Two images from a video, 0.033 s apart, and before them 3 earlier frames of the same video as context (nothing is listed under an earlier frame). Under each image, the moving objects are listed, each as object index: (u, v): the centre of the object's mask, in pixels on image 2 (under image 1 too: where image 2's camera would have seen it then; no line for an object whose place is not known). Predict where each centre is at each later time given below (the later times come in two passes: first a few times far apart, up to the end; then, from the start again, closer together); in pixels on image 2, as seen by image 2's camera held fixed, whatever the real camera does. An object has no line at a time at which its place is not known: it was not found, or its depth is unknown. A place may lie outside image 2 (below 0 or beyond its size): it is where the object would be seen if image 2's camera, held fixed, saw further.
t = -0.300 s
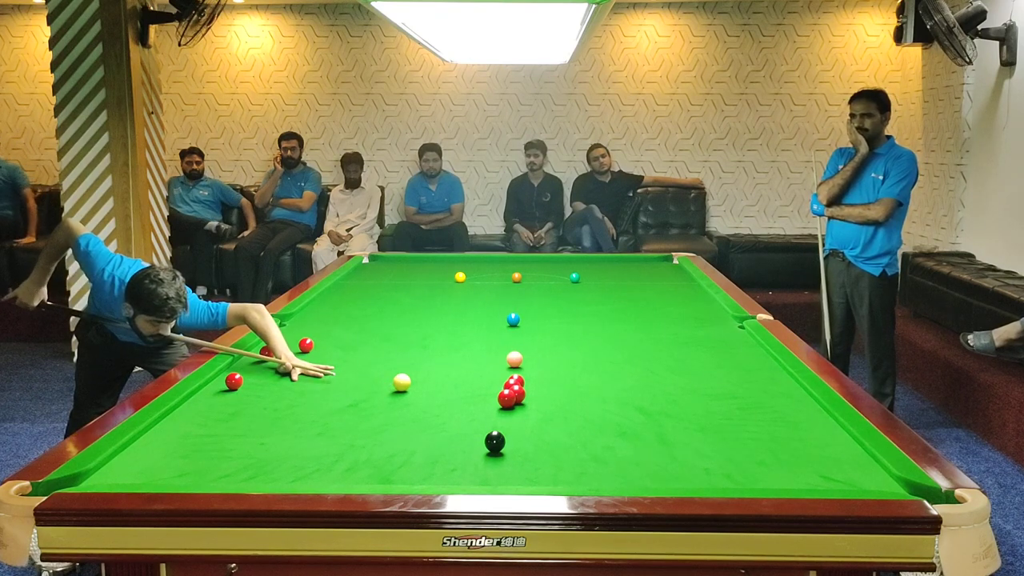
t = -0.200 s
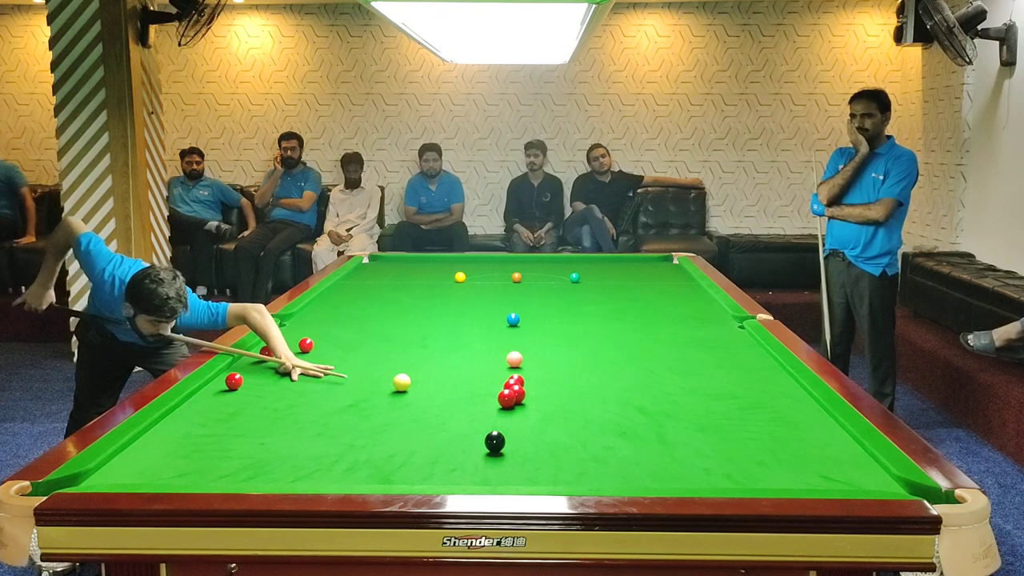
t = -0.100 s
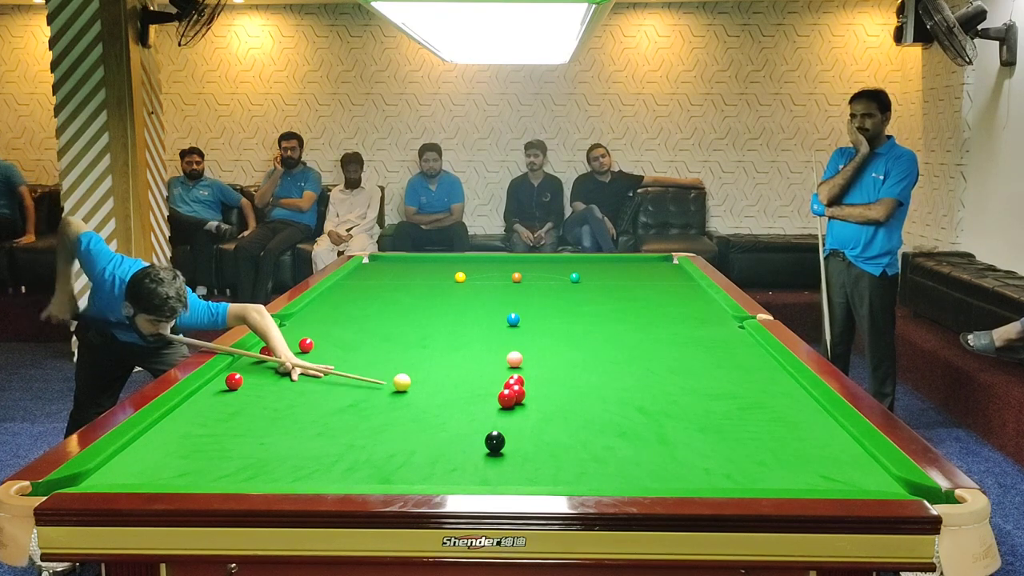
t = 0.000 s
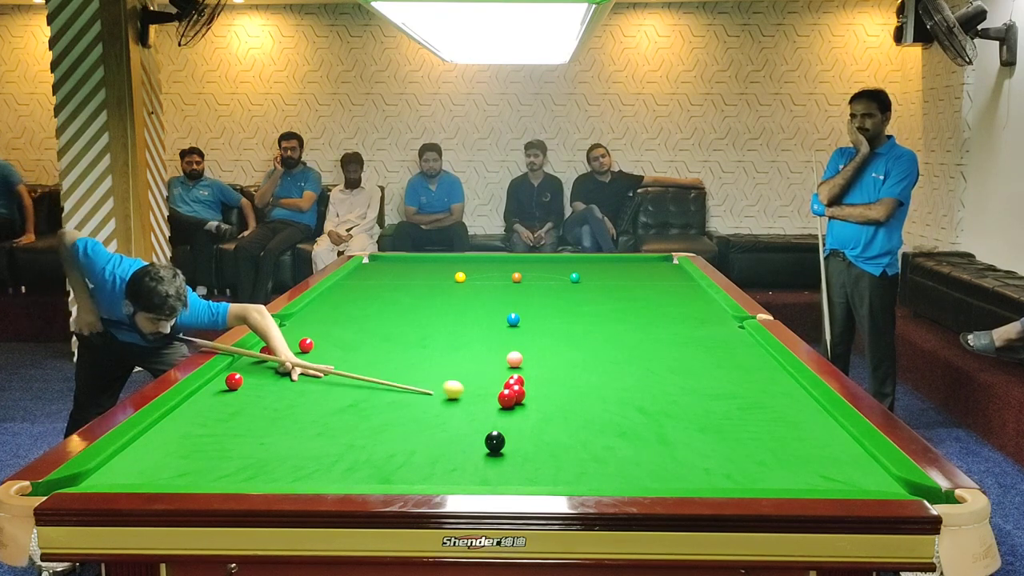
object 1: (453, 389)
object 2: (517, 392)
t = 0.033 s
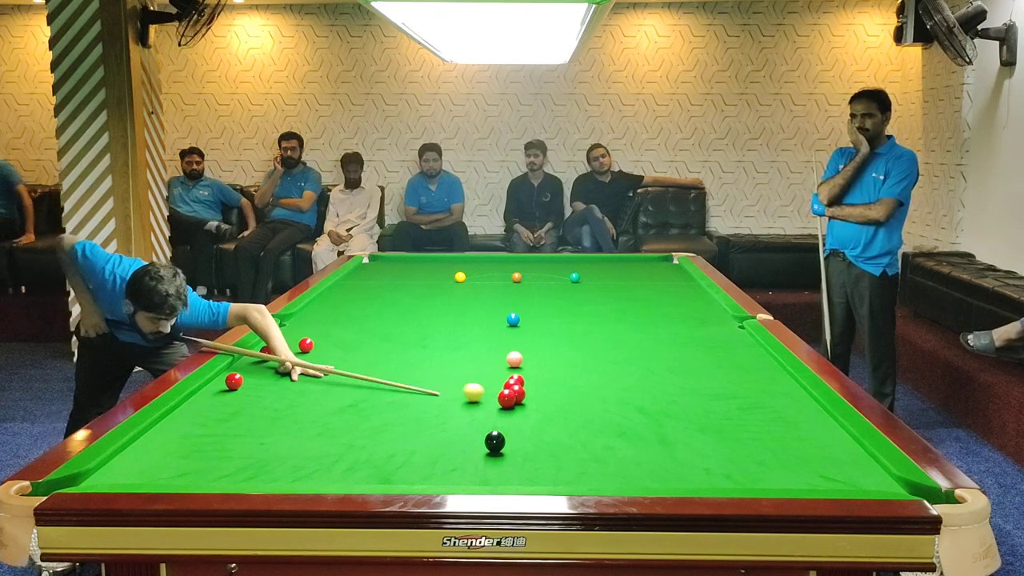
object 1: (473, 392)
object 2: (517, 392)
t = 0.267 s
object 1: (491, 389)
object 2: (513, 385)
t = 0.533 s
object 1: (468, 382)
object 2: (520, 385)
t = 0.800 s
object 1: (448, 375)
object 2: (526, 387)
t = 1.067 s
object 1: (429, 370)
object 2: (530, 388)
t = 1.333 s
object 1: (413, 363)
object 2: (531, 388)
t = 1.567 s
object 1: (399, 360)
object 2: (531, 388)
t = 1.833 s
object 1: (386, 356)
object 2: (531, 388)
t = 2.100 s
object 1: (374, 352)
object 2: (531, 388)
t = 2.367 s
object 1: (363, 349)
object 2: (531, 388)
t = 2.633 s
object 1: (354, 346)
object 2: (531, 388)
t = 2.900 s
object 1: (346, 343)
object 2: (531, 388)
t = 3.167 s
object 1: (338, 341)
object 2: (531, 388)
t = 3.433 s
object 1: (332, 339)
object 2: (531, 388)
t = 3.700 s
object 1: (327, 337)
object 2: (531, 388)
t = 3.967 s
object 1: (322, 336)
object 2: (531, 388)
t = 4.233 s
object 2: (531, 388)
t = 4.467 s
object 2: (531, 388)
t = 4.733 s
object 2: (531, 388)
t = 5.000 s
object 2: (531, 388)
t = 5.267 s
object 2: (531, 388)
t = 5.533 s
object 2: (531, 388)
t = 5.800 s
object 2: (531, 388)
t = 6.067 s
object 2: (531, 388)
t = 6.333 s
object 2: (531, 388)
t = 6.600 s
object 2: (531, 388)
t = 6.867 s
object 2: (531, 388)
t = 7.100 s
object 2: (531, 388)
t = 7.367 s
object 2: (531, 388)
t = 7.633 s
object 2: (531, 388)
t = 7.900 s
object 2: (531, 388)
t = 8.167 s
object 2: (531, 388)
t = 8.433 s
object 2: (531, 388)
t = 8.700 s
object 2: (531, 388)
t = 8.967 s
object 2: (531, 388)
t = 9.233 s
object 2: (531, 388)
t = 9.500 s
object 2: (531, 388)
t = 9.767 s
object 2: (531, 388)
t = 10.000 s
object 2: (531, 388)
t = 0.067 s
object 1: (492, 395)
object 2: (517, 392)
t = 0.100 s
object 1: (496, 394)
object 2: (514, 391)
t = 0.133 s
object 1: (498, 393)
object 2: (513, 385)
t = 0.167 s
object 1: (498, 392)
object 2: (514, 381)
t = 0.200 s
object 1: (498, 391)
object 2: (513, 383)
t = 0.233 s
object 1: (495, 390)
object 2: (512, 384)
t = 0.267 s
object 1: (491, 389)
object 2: (513, 385)
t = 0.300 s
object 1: (488, 388)
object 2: (514, 383)
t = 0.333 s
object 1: (485, 387)
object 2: (515, 383)
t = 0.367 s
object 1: (482, 386)
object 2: (515, 383)
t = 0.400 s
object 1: (480, 385)
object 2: (517, 386)
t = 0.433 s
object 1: (477, 384)
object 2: (517, 385)
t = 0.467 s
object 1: (474, 383)
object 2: (518, 386)
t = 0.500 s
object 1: (471, 383)
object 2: (519, 385)
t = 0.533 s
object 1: (468, 382)
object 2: (520, 385)
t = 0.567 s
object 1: (466, 381)
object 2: (520, 386)
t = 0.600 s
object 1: (463, 380)
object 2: (521, 386)
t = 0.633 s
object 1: (460, 379)
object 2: (522, 386)
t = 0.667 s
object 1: (458, 379)
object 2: (523, 386)
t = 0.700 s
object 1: (455, 378)
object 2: (524, 387)
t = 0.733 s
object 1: (453, 377)
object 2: (525, 387)
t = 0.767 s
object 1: (450, 376)
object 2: (525, 387)
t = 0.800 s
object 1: (448, 375)
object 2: (526, 387)
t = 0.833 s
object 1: (445, 375)
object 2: (526, 387)
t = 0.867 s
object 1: (443, 374)
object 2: (527, 387)
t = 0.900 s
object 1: (440, 373)
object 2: (527, 388)
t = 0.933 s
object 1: (438, 372)
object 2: (528, 388)
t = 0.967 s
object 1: (436, 372)
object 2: (528, 388)
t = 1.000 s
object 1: (434, 371)
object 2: (529, 388)
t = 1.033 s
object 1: (431, 370)
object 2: (529, 388)
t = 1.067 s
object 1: (429, 370)
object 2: (530, 388)
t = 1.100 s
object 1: (427, 369)
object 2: (530, 388)
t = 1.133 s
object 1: (425, 368)
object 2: (530, 388)
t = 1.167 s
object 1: (423, 368)
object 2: (530, 388)
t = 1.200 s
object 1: (421, 367)
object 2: (531, 388)
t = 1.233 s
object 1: (418, 366)
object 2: (531, 388)
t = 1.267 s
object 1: (417, 366)
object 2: (531, 388)
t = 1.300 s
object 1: (415, 365)
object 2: (531, 388)
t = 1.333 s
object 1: (413, 363)
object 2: (531, 388)
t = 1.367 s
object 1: (410, 365)
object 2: (531, 388)
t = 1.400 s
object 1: (409, 363)
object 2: (531, 388)
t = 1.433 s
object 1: (407, 363)
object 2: (531, 388)
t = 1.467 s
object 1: (405, 362)
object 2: (531, 388)
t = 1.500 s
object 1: (403, 361)
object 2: (531, 388)
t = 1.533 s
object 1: (401, 361)
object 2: (531, 388)
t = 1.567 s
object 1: (399, 360)
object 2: (531, 388)
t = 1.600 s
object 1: (398, 360)
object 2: (531, 388)
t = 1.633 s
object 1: (396, 359)
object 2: (531, 388)
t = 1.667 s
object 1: (394, 359)
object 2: (531, 388)
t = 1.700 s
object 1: (393, 358)
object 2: (531, 388)
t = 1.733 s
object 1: (391, 357)
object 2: (531, 388)
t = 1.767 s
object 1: (389, 357)
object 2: (531, 388)
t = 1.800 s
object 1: (388, 357)
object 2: (531, 388)
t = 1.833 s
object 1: (386, 356)
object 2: (531, 388)
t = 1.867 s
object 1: (384, 356)
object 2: (531, 388)
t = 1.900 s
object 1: (383, 355)
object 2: (531, 388)
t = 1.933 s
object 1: (381, 354)
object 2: (531, 388)
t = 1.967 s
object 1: (380, 354)
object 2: (531, 388)
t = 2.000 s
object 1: (378, 354)
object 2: (531, 388)
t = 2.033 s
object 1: (377, 353)
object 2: (531, 388)
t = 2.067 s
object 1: (375, 353)
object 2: (531, 388)
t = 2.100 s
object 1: (374, 352)
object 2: (531, 388)
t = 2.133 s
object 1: (373, 352)
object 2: (531, 388)
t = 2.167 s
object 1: (371, 351)
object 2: (531, 388)
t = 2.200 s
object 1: (370, 351)
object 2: (531, 388)
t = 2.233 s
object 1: (369, 351)
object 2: (531, 388)
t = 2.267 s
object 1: (367, 350)
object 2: (531, 388)
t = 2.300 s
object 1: (366, 350)
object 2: (531, 388)
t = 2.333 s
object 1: (365, 349)
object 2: (531, 388)
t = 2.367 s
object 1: (363, 349)
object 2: (531, 388)
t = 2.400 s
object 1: (362, 348)
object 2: (531, 388)
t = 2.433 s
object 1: (361, 348)
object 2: (531, 388)
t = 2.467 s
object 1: (360, 348)
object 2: (531, 388)
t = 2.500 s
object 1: (358, 347)
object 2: (531, 388)
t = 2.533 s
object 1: (357, 347)
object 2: (531, 388)
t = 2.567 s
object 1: (356, 347)
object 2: (531, 388)
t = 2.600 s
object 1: (355, 346)
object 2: (531, 388)
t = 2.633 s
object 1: (354, 346)
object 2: (531, 388)
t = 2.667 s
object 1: (353, 345)
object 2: (531, 388)
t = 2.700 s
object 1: (352, 345)
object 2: (531, 388)
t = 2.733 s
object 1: (351, 345)
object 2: (531, 388)
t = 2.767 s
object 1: (350, 344)
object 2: (531, 388)
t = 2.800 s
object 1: (349, 344)
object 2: (531, 388)
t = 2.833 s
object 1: (348, 344)
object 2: (531, 388)
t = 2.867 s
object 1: (347, 343)
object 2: (531, 388)
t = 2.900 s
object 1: (346, 343)
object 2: (531, 388)
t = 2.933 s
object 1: (345, 343)
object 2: (531, 388)
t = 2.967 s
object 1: (344, 342)
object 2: (531, 388)
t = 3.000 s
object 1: (343, 342)
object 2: (531, 388)
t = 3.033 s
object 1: (342, 342)
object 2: (531, 388)
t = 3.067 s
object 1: (341, 342)
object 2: (531, 388)
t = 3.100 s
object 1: (340, 341)
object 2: (531, 388)
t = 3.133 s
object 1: (339, 341)
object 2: (531, 388)
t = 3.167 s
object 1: (338, 341)
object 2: (531, 388)
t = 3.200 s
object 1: (338, 340)
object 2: (531, 388)
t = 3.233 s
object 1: (337, 340)
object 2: (531, 388)
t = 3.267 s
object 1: (336, 340)
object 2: (531, 388)
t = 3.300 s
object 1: (335, 340)
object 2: (531, 388)
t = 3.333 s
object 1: (334, 339)
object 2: (531, 388)
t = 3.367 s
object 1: (333, 339)
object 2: (531, 388)
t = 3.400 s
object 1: (333, 339)
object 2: (531, 388)
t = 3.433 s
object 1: (332, 339)
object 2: (531, 388)
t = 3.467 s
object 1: (331, 338)
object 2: (531, 388)
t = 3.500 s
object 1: (331, 338)
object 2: (531, 388)
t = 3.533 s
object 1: (330, 338)
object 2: (531, 388)
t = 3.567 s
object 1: (329, 338)
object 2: (531, 388)
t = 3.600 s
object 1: (328, 337)
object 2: (531, 388)
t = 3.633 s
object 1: (328, 337)
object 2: (531, 388)
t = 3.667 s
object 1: (327, 337)
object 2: (531, 388)
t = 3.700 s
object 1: (327, 337)
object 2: (531, 388)
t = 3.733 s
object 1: (326, 337)
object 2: (531, 388)
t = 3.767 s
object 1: (325, 337)
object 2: (531, 388)
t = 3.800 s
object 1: (325, 336)
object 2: (531, 388)
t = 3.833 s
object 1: (324, 336)
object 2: (531, 388)
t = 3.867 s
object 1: (324, 336)
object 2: (531, 388)
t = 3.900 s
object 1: (323, 336)
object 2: (531, 388)
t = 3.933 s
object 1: (323, 336)
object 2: (531, 388)
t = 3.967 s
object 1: (322, 336)
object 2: (531, 388)
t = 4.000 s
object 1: (322, 335)
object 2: (531, 388)
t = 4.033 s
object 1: (321, 335)
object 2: (531, 388)
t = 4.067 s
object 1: (321, 335)
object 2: (531, 388)
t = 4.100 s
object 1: (320, 335)
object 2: (531, 388)
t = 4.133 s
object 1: (320, 335)
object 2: (531, 388)
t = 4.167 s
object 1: (319, 335)
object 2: (531, 388)
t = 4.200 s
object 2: (531, 388)
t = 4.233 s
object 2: (531, 388)
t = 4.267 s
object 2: (531, 388)
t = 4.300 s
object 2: (531, 388)
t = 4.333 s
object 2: (531, 388)
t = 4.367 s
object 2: (531, 388)
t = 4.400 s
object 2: (531, 388)
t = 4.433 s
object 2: (531, 388)
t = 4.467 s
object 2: (531, 388)
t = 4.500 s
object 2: (531, 388)
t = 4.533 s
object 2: (531, 388)
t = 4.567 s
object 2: (531, 388)
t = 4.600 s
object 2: (531, 388)
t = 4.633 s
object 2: (531, 388)
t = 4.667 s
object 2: (531, 388)
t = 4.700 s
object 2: (531, 388)
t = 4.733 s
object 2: (531, 388)
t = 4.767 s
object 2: (531, 388)
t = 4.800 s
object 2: (531, 388)
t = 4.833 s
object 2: (531, 388)
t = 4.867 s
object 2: (531, 388)
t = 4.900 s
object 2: (531, 388)
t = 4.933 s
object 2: (531, 388)
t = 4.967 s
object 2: (531, 388)
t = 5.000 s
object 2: (531, 388)
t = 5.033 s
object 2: (531, 388)
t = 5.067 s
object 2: (531, 388)
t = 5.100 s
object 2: (531, 388)
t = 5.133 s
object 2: (531, 388)
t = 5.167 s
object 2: (531, 388)
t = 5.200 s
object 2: (531, 388)
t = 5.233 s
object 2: (531, 388)
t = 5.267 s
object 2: (531, 388)
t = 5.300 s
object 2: (531, 388)
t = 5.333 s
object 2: (531, 388)
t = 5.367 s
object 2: (531, 388)
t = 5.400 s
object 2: (531, 388)
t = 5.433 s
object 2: (531, 388)
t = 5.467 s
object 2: (531, 388)
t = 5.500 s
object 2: (531, 388)
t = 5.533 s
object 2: (531, 388)
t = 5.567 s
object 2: (531, 388)
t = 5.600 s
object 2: (531, 388)
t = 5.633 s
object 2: (531, 388)
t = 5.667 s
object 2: (531, 388)
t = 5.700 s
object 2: (531, 388)
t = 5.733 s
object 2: (531, 387)
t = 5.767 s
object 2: (531, 388)
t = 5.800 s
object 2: (531, 388)
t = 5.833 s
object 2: (531, 388)
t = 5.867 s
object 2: (531, 388)
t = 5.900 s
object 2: (531, 388)
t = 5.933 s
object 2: (531, 388)
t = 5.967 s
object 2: (531, 388)
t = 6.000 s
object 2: (531, 388)
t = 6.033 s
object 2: (531, 388)
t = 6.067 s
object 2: (531, 388)
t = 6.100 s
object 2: (531, 388)
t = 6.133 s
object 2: (531, 388)
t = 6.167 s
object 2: (531, 388)
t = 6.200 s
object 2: (531, 388)
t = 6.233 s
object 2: (531, 388)
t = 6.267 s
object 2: (531, 388)
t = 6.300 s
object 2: (531, 388)
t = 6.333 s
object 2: (531, 388)
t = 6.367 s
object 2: (531, 388)
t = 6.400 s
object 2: (531, 388)
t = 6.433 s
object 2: (531, 388)
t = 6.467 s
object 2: (531, 388)
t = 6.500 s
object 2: (531, 388)
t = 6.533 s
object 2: (531, 388)
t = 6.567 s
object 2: (531, 388)
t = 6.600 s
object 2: (531, 388)
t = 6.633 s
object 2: (531, 388)
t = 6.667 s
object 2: (531, 388)
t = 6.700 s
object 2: (531, 388)
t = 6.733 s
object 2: (531, 388)
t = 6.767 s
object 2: (531, 388)
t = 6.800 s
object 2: (531, 388)
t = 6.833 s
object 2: (531, 388)
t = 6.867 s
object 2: (531, 388)
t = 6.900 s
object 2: (531, 388)
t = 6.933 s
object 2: (531, 388)
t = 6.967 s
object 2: (531, 388)
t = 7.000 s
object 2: (531, 388)
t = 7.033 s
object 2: (531, 388)
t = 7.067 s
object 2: (531, 388)
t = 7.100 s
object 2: (531, 388)
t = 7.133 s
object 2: (531, 388)
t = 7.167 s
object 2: (531, 388)
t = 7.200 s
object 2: (531, 388)
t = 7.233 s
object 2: (531, 388)
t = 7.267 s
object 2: (531, 388)
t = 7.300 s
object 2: (531, 388)
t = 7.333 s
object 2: (531, 388)
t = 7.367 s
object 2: (531, 388)
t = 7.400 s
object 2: (531, 388)
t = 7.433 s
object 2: (531, 388)
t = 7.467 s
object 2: (531, 388)
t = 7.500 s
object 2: (531, 388)
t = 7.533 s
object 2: (531, 388)
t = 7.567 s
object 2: (531, 388)
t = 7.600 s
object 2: (531, 388)
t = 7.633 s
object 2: (531, 388)
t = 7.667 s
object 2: (531, 388)
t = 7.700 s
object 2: (531, 388)
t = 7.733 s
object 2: (531, 388)
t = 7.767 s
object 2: (531, 388)
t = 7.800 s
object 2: (531, 388)
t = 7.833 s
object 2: (531, 388)
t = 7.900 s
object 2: (531, 388)
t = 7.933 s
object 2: (531, 388)
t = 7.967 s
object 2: (531, 388)
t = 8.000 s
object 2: (531, 388)
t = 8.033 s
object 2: (531, 388)
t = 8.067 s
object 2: (531, 388)
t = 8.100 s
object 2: (531, 388)
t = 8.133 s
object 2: (531, 388)
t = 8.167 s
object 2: (531, 388)
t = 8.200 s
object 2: (531, 388)
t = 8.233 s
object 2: (531, 388)
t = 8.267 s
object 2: (531, 388)
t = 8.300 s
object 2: (531, 388)
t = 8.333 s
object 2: (531, 388)
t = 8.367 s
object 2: (531, 388)
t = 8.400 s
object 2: (531, 388)
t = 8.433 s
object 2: (531, 388)
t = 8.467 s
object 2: (531, 388)
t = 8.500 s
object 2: (531, 388)
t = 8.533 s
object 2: (531, 388)
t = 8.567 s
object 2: (531, 388)
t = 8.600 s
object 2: (531, 388)
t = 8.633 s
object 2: (531, 388)
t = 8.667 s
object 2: (531, 388)
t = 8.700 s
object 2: (531, 388)
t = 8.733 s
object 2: (531, 388)
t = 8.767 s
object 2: (531, 388)
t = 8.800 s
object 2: (531, 388)
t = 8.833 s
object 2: (531, 388)
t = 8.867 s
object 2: (531, 388)
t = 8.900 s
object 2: (531, 388)
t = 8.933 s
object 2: (531, 388)
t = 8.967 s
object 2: (531, 388)
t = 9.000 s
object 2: (531, 388)
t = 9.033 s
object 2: (531, 388)
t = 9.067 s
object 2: (531, 388)
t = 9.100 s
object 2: (531, 388)
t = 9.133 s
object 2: (531, 388)
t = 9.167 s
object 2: (531, 388)
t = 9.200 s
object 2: (531, 388)
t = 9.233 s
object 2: (531, 388)
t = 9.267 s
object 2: (531, 388)
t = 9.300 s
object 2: (531, 388)
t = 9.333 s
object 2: (531, 388)
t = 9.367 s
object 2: (531, 388)
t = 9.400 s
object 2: (531, 388)
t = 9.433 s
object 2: (531, 388)
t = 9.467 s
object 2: (531, 388)
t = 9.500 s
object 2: (531, 388)
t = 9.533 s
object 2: (531, 388)
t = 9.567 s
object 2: (531, 388)
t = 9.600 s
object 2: (531, 388)
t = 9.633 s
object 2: (531, 388)
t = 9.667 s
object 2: (531, 388)
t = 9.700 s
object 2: (531, 388)
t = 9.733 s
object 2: (531, 388)
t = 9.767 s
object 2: (531, 388)
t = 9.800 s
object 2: (531, 388)
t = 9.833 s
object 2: (531, 388)
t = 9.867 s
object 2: (531, 388)
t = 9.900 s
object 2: (531, 388)
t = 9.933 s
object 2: (531, 388)
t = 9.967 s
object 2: (531, 388)
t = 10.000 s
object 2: (531, 388)
